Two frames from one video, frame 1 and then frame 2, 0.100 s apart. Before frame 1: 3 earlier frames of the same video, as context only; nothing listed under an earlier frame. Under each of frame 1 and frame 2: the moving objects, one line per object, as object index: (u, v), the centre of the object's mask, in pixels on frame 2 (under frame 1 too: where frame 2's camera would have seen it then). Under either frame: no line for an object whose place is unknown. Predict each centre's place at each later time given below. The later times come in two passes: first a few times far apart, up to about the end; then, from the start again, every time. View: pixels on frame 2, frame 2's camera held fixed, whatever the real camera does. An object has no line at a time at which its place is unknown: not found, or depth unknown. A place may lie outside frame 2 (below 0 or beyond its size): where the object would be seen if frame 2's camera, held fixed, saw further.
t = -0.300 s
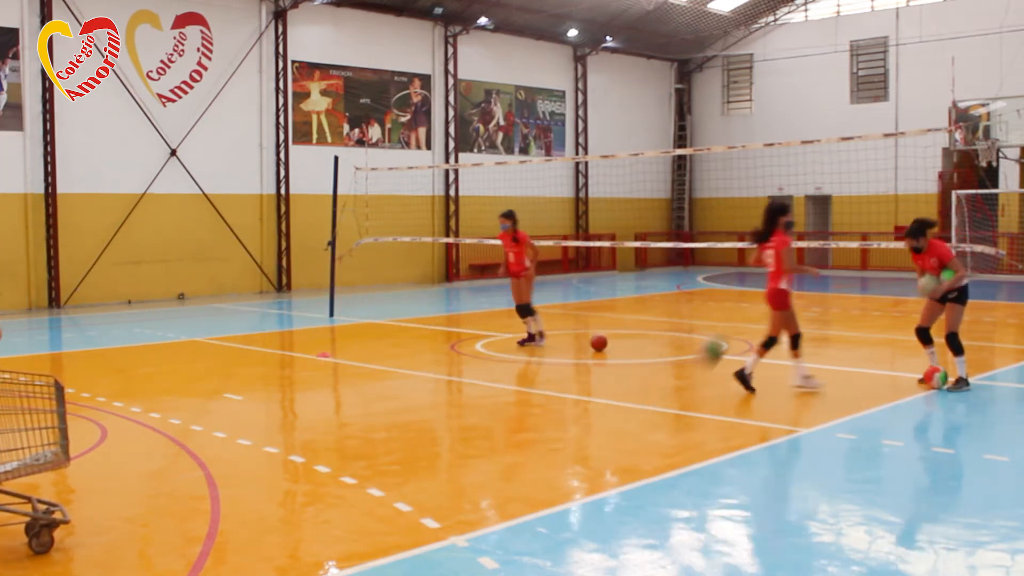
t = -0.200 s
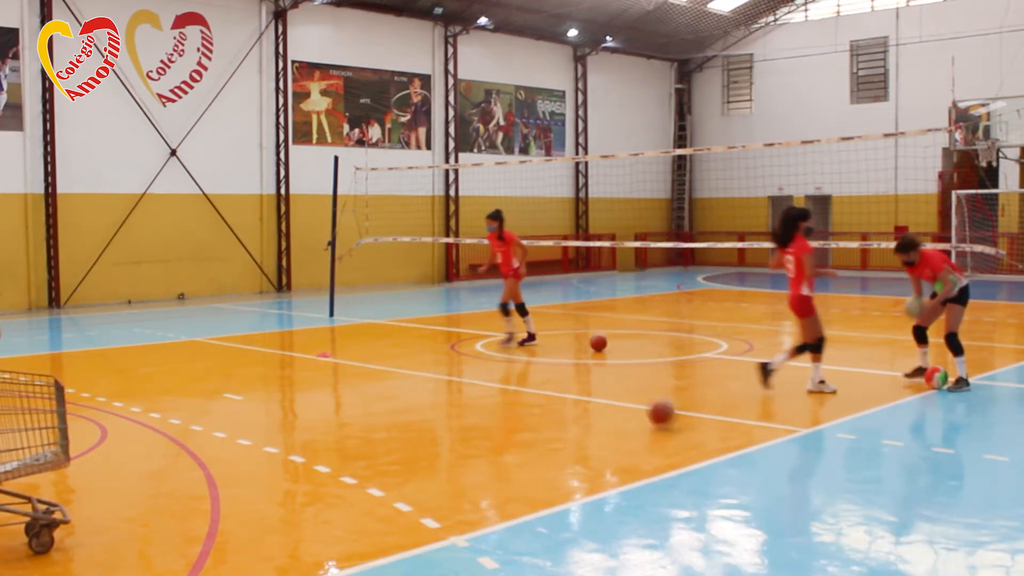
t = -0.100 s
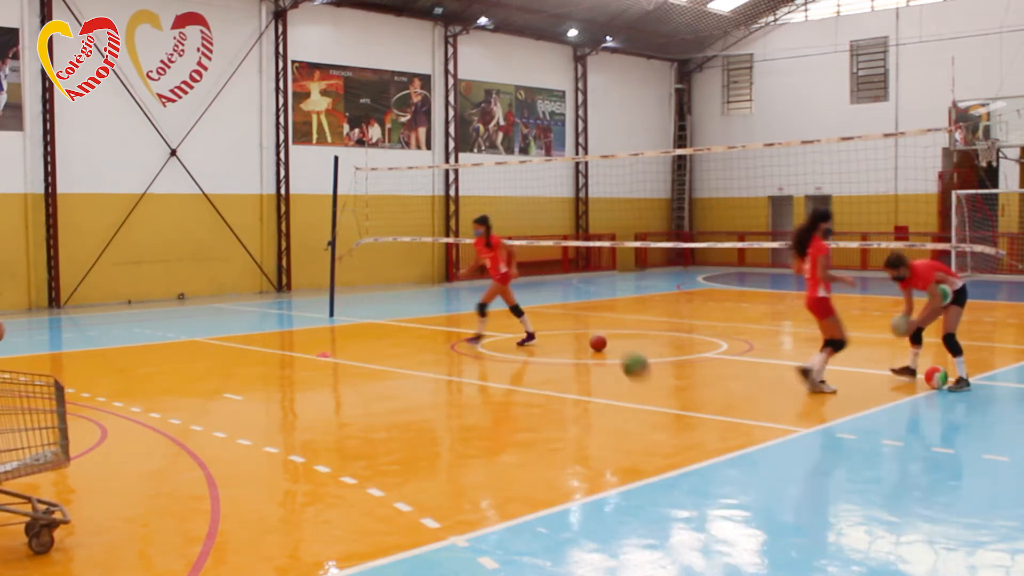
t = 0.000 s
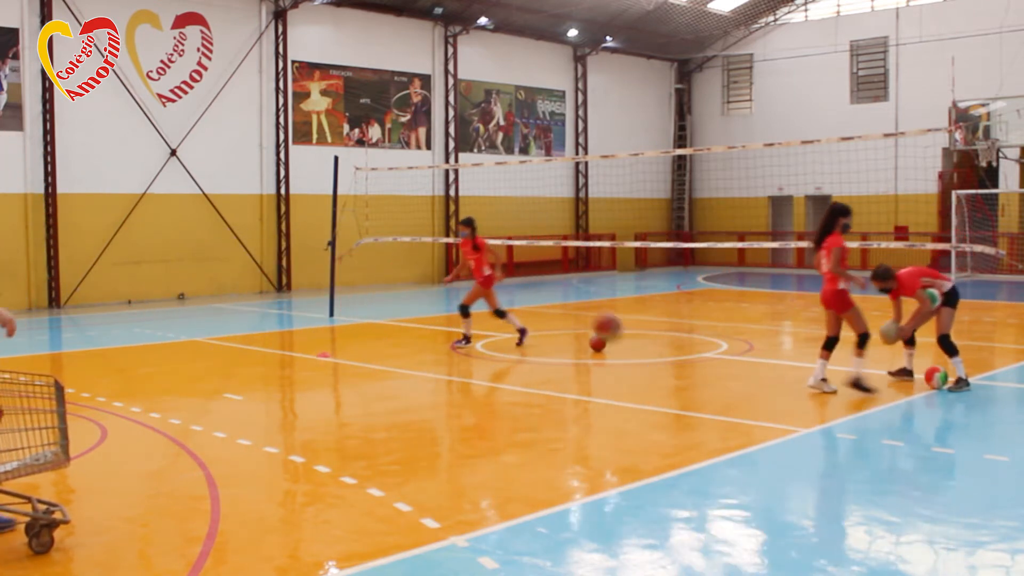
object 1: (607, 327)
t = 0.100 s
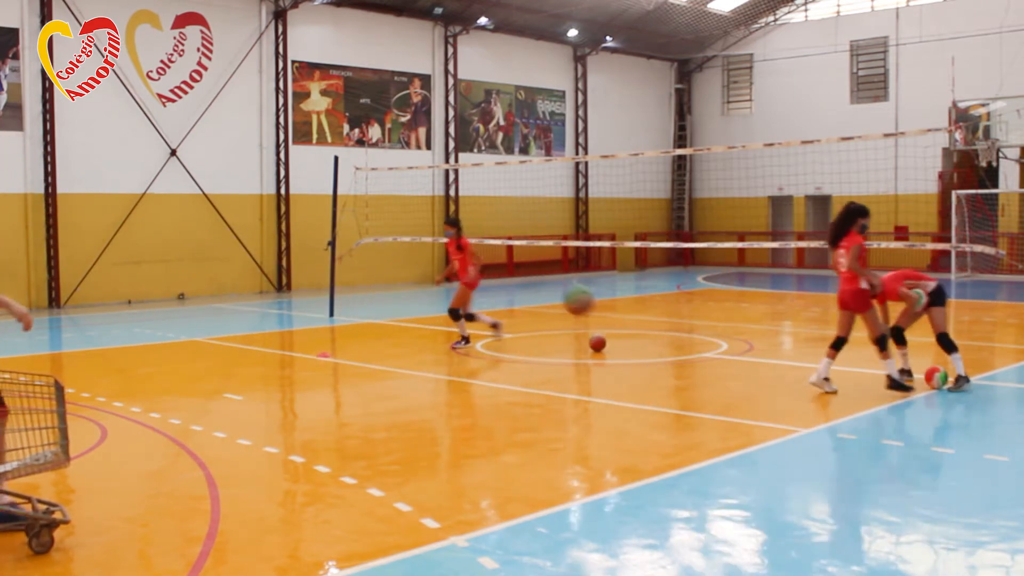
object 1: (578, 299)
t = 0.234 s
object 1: (537, 285)
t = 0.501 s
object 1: (450, 337)
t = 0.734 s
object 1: (366, 455)
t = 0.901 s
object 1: (297, 390)
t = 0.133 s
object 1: (568, 294)
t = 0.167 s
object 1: (558, 289)
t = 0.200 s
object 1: (548, 287)
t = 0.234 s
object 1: (537, 285)
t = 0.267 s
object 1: (527, 286)
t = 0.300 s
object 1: (516, 288)
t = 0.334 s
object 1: (506, 292)
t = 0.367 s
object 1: (495, 297)
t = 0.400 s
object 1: (484, 303)
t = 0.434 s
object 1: (473, 313)
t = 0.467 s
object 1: (461, 325)
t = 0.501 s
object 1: (450, 337)
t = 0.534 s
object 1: (439, 351)
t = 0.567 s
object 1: (428, 367)
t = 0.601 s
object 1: (417, 386)
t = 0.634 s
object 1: (405, 406)
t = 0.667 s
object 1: (393, 427)
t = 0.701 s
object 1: (381, 453)
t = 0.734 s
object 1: (366, 455)
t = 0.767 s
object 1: (353, 439)
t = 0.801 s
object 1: (339, 425)
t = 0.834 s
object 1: (327, 412)
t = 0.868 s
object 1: (312, 400)
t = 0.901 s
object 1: (297, 390)
